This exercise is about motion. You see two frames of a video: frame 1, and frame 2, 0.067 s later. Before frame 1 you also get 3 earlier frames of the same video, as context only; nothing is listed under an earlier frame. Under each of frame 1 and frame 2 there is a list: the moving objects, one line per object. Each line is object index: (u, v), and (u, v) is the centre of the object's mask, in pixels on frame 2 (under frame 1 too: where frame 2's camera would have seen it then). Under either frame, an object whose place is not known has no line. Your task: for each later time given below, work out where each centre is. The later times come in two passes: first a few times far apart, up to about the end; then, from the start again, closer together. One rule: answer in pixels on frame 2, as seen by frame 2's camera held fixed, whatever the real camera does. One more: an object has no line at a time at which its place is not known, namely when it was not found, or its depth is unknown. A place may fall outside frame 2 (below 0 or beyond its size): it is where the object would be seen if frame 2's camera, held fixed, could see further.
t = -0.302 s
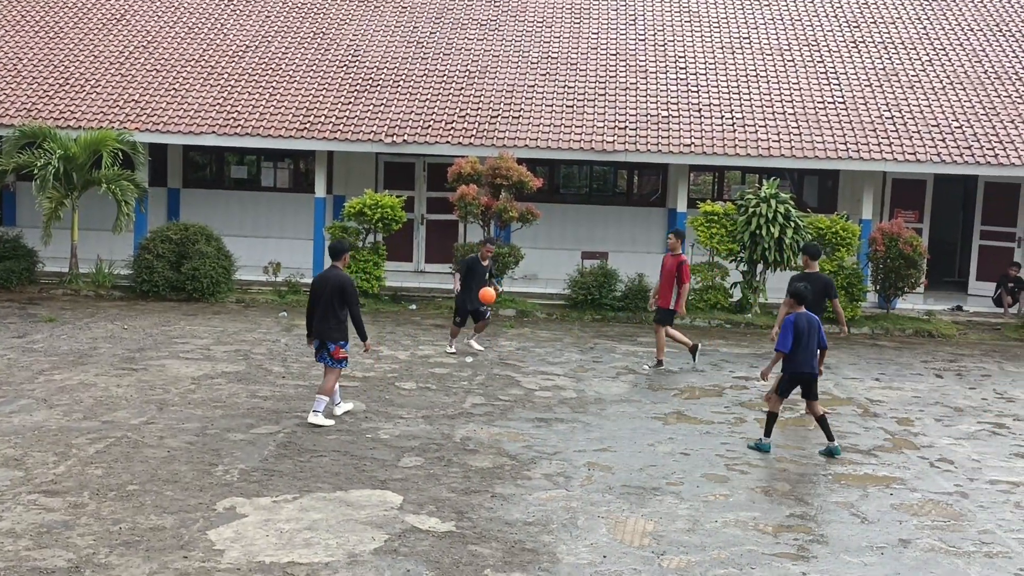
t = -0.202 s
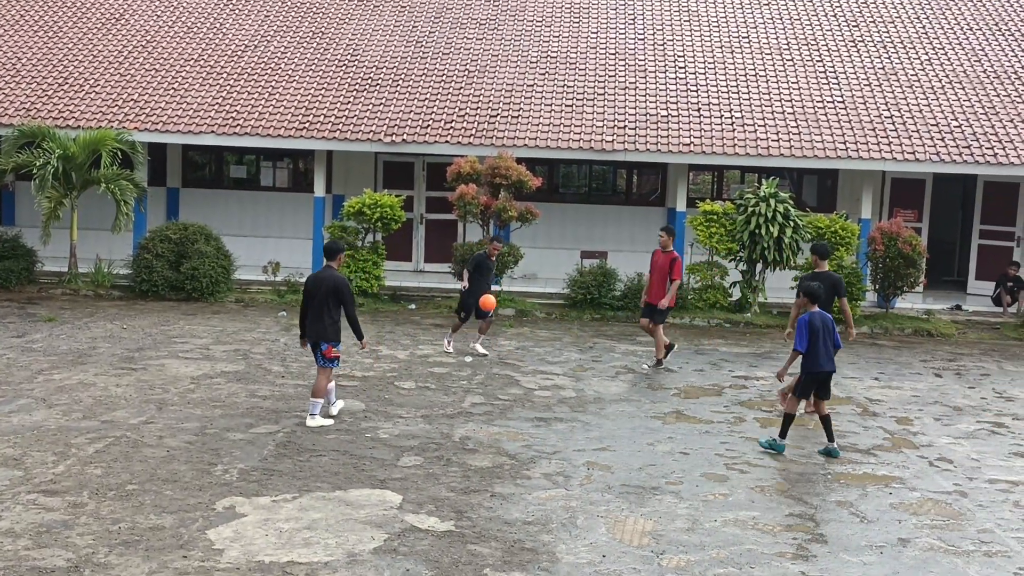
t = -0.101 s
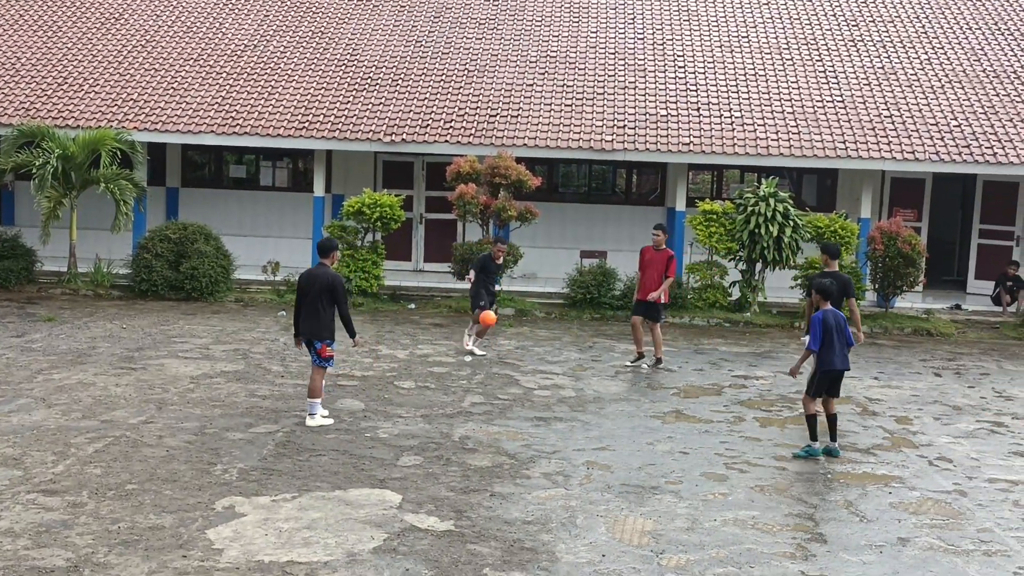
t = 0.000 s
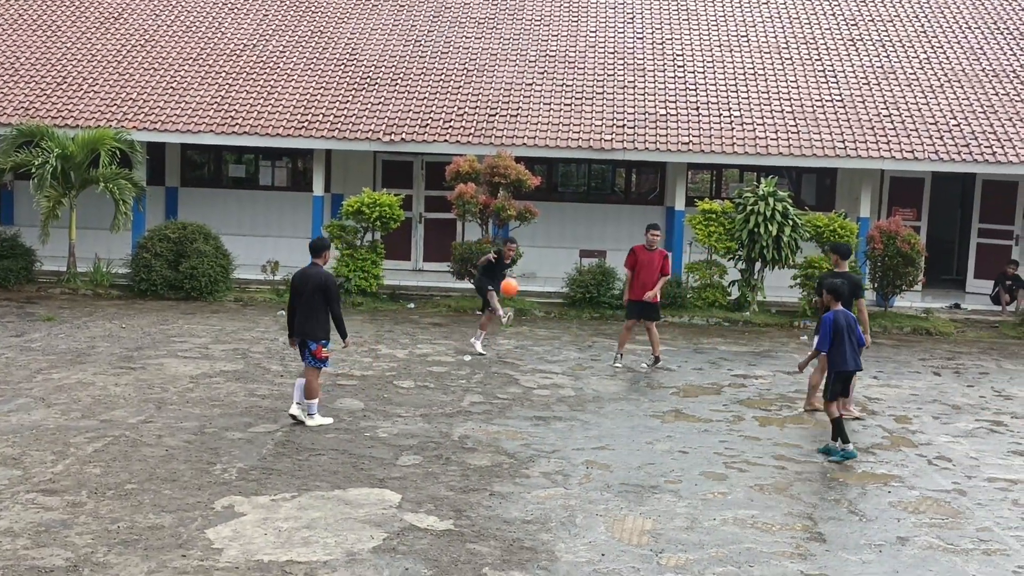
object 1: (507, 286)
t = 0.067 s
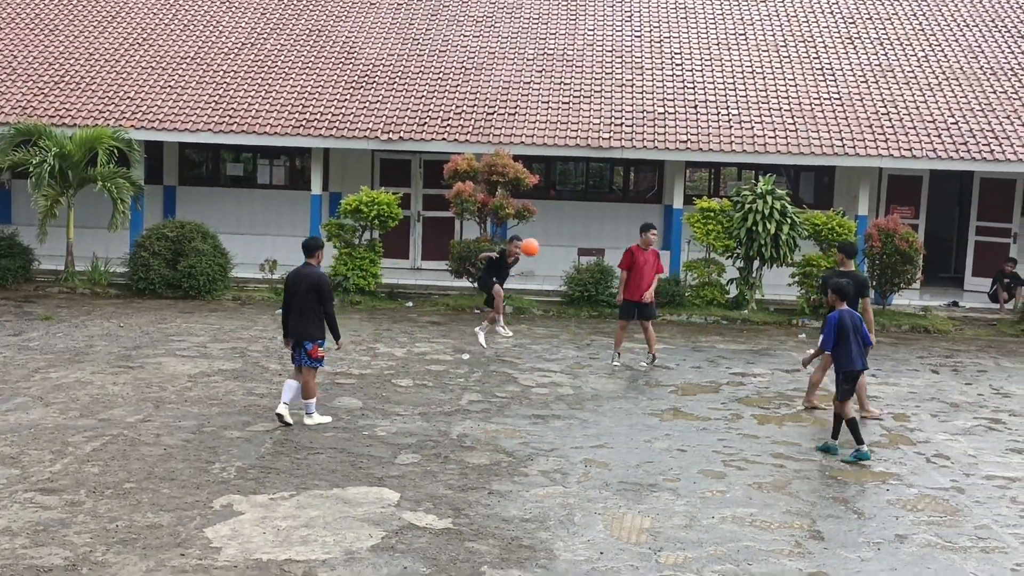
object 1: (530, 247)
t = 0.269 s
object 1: (602, 146)
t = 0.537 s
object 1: (713, 47)
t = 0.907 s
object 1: (913, 25)
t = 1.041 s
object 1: (1004, 56)
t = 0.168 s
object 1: (564, 193)
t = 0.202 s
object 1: (576, 177)
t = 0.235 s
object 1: (589, 162)
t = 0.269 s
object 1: (602, 146)
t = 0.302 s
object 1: (614, 131)
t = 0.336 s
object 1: (628, 117)
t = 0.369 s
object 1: (641, 103)
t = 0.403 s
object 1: (654, 90)
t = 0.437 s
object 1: (668, 77)
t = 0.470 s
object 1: (683, 68)
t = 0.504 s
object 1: (698, 57)
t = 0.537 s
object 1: (713, 47)
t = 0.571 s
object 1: (728, 38)
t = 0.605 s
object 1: (744, 33)
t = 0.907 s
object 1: (913, 25)
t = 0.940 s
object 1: (935, 27)
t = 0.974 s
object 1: (958, 32)
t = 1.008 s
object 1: (980, 43)
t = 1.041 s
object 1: (1004, 56)
